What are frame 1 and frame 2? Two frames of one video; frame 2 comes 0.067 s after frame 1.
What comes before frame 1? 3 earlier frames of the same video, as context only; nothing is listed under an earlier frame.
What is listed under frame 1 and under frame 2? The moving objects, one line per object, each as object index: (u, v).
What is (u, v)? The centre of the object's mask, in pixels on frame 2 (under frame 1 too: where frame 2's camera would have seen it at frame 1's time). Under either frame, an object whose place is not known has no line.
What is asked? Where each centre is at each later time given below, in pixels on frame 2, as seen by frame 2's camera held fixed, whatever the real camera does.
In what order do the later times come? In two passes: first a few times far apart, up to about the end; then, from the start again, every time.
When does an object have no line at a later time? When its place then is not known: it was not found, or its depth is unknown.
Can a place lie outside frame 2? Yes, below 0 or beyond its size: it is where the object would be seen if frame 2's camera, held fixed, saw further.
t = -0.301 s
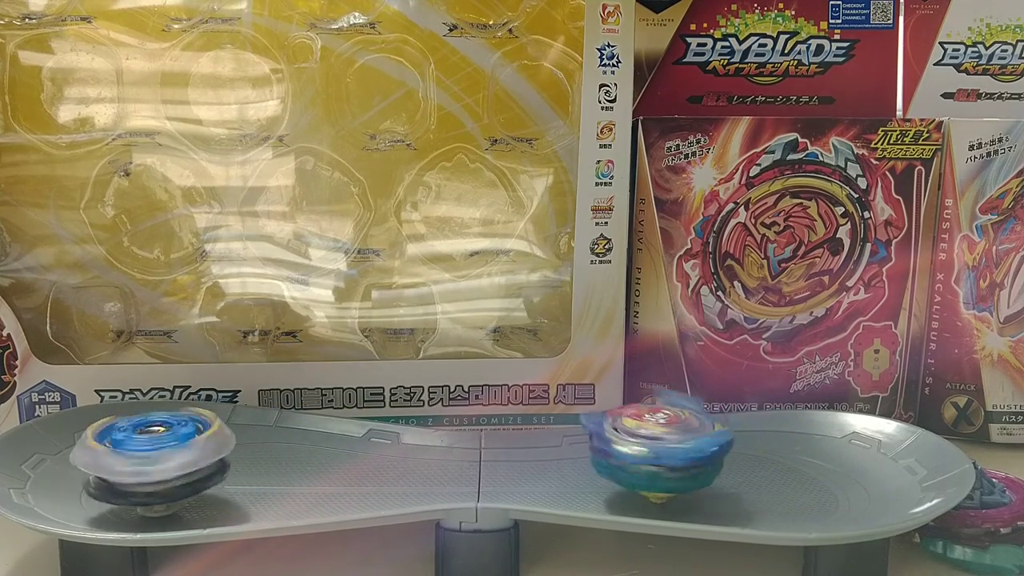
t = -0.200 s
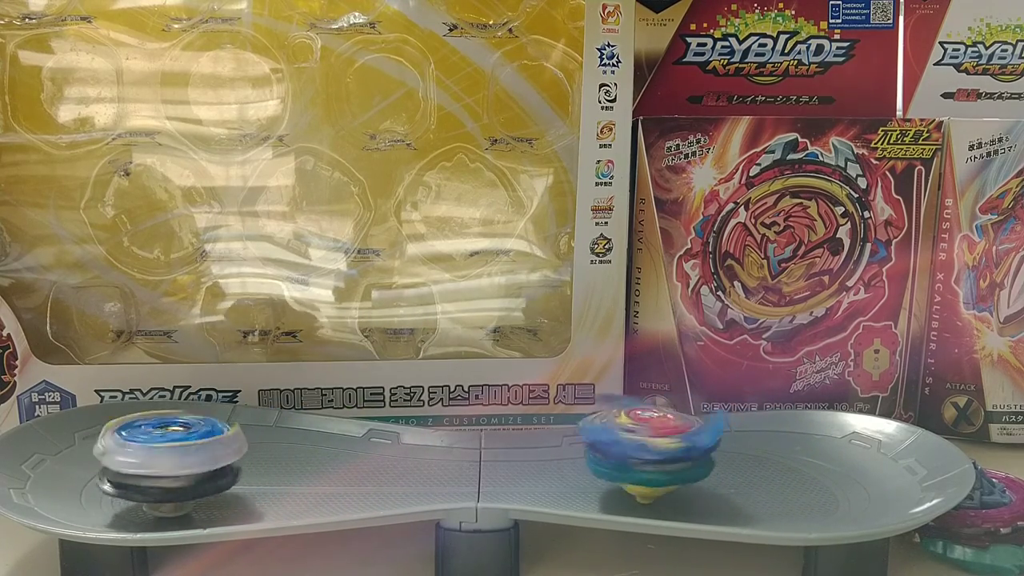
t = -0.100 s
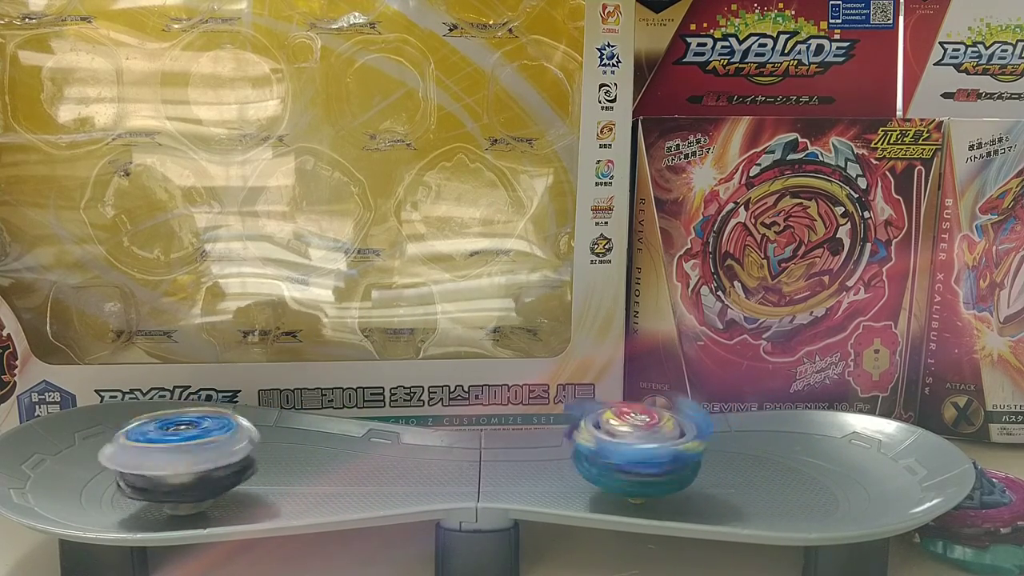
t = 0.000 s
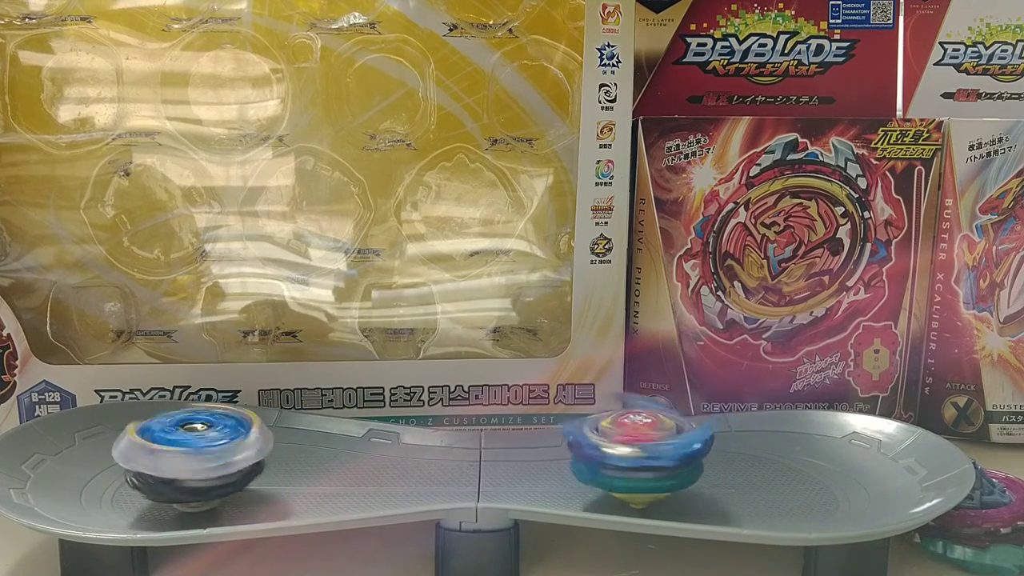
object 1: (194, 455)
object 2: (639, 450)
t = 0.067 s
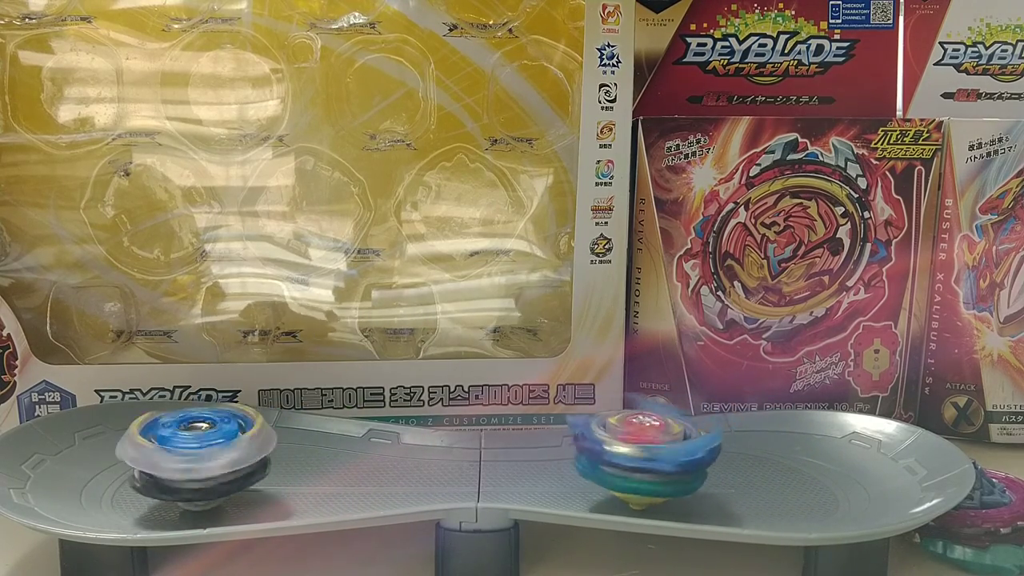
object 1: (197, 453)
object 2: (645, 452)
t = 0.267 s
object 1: (203, 454)
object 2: (661, 449)
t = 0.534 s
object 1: (242, 458)
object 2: (640, 444)
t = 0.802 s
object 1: (273, 453)
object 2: (641, 453)
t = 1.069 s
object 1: (282, 455)
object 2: (649, 445)
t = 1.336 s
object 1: (297, 452)
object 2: (646, 444)
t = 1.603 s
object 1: (279, 452)
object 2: (663, 453)
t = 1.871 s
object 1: (269, 456)
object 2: (686, 446)
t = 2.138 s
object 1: (268, 452)
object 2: (690, 448)
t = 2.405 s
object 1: (248, 455)
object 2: (706, 455)
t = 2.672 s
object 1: (241, 455)
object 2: (730, 446)
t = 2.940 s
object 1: (221, 453)
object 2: (720, 440)
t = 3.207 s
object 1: (214, 456)
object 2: (712, 446)
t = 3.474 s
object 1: (220, 455)
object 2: (727, 457)
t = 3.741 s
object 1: (227, 455)
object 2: (731, 449)
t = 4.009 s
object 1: (239, 456)
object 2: (694, 441)
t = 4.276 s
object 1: (259, 451)
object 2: (665, 449)
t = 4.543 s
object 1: (254, 454)
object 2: (699, 448)
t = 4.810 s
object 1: (276, 453)
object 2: (684, 439)
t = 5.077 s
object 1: (270, 453)
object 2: (670, 445)
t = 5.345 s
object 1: (280, 454)
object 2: (676, 455)
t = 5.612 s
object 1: (256, 454)
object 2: (679, 443)
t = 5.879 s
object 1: (257, 452)
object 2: (670, 440)
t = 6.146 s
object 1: (251, 455)
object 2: (663, 449)
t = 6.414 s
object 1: (252, 454)
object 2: (651, 452)
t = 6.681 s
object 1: (231, 454)
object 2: (618, 439)
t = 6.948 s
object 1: (231, 456)
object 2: (586, 435)
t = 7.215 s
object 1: (226, 454)
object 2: (543, 434)
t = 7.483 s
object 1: (227, 456)
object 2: (498, 441)
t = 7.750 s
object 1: (225, 457)
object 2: (461, 437)
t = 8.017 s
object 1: (246, 455)
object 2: (408, 435)
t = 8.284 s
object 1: (181, 457)
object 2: (389, 435)
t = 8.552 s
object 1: (135, 445)
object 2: (371, 444)
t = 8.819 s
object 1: (144, 435)
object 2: (329, 444)
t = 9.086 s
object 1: (161, 442)
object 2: (303, 438)
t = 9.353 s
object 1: (123, 450)
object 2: (317, 460)
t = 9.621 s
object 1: (125, 454)
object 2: (300, 462)
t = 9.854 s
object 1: (154, 457)
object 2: (314, 456)
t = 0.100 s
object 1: (199, 453)
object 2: (649, 452)
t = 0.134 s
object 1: (198, 454)
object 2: (654, 452)
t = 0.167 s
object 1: (200, 454)
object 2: (655, 451)
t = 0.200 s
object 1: (201, 453)
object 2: (659, 451)
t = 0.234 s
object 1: (201, 454)
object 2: (662, 449)
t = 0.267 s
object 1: (203, 454)
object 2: (661, 449)
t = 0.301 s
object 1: (205, 455)
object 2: (659, 446)
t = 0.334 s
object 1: (210, 456)
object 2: (655, 444)
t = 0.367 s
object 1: (214, 457)
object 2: (652, 443)
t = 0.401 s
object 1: (218, 457)
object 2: (652, 444)
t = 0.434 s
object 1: (223, 458)
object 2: (647, 443)
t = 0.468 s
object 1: (230, 458)
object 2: (643, 443)
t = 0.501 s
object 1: (236, 458)
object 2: (642, 443)
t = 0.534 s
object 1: (242, 458)
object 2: (640, 444)
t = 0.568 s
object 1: (250, 457)
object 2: (634, 443)
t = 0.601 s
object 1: (256, 456)
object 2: (631, 446)
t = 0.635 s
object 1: (263, 455)
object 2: (628, 445)
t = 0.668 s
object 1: (267, 454)
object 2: (629, 449)
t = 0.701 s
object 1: (268, 453)
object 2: (626, 449)
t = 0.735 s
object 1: (273, 453)
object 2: (630, 451)
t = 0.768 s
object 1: (273, 453)
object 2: (631, 452)
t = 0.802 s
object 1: (273, 453)
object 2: (641, 453)
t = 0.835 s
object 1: (273, 451)
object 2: (648, 453)
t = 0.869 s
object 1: (274, 452)
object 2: (655, 451)
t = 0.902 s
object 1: (272, 453)
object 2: (658, 448)
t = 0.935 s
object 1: (275, 453)
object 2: (655, 446)
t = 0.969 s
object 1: (276, 453)
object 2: (658, 447)
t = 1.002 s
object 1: (277, 454)
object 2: (652, 445)
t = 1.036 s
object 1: (279, 454)
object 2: (652, 444)
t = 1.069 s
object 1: (282, 455)
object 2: (649, 445)
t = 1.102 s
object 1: (285, 455)
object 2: (650, 443)
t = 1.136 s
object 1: (286, 456)
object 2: (649, 443)
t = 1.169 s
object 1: (287, 455)
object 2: (647, 442)
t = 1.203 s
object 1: (290, 455)
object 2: (649, 443)
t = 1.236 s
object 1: (293, 455)
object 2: (647, 443)
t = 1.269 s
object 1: (296, 453)
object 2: (646, 441)
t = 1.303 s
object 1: (297, 452)
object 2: (648, 444)
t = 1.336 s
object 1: (297, 452)
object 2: (646, 444)
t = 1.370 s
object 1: (296, 451)
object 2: (647, 444)
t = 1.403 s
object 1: (297, 451)
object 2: (646, 446)
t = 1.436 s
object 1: (294, 450)
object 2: (645, 446)
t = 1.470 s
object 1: (292, 450)
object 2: (647, 449)
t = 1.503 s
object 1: (290, 451)
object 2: (643, 449)
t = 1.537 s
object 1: (285, 450)
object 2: (651, 451)
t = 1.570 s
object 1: (281, 451)
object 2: (657, 453)
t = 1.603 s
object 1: (279, 452)
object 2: (663, 453)
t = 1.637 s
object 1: (278, 453)
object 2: (674, 452)
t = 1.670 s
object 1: (277, 454)
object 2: (678, 455)
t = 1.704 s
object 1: (278, 454)
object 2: (682, 451)
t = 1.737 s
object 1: (278, 454)
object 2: (689, 452)
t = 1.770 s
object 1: (273, 455)
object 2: (689, 450)
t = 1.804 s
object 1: (273, 455)
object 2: (686, 446)
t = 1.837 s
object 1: (270, 456)
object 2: (689, 446)
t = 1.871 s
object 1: (269, 456)
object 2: (686, 446)
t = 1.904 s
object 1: (270, 457)
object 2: (685, 444)
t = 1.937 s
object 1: (273, 456)
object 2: (687, 445)
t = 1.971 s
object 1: (275, 455)
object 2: (686, 446)
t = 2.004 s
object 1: (276, 454)
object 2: (684, 444)
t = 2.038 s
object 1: (276, 452)
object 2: (688, 446)
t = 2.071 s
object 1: (273, 452)
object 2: (688, 446)
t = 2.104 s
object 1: (271, 451)
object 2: (686, 446)
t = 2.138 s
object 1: (268, 452)
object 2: (690, 448)
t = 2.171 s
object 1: (265, 452)
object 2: (688, 448)
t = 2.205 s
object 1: (263, 453)
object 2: (688, 449)
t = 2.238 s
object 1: (260, 452)
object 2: (690, 451)
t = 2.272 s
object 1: (257, 452)
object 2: (693, 452)
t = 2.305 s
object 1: (251, 452)
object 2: (693, 453)
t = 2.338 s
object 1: (251, 454)
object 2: (696, 454)
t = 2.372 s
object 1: (248, 454)
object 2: (703, 454)
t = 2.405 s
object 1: (248, 455)
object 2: (706, 455)
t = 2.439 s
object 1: (244, 454)
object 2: (712, 457)
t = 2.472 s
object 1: (241, 455)
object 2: (718, 454)
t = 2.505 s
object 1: (237, 456)
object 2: (725, 456)
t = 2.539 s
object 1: (238, 457)
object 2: (728, 455)
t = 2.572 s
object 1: (237, 458)
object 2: (730, 452)
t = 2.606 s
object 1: (239, 456)
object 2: (734, 450)
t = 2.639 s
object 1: (240, 456)
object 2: (733, 450)
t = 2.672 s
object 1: (241, 455)
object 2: (730, 446)
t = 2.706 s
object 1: (239, 454)
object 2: (728, 444)
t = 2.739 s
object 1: (238, 454)
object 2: (727, 444)
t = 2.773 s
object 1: (236, 455)
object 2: (729, 442)
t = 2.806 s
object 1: (232, 455)
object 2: (726, 442)
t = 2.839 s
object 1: (233, 454)
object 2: (724, 441)
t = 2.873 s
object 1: (228, 453)
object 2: (723, 440)
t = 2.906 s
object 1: (225, 453)
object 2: (725, 442)
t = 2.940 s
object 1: (221, 453)
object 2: (720, 440)
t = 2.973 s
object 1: (216, 455)
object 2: (718, 439)
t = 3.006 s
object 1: (217, 454)
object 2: (720, 441)
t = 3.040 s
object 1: (213, 455)
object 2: (718, 440)
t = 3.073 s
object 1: (214, 456)
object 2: (718, 442)
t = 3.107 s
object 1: (213, 455)
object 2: (714, 442)
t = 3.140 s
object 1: (214, 457)
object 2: (713, 442)
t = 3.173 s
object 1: (215, 455)
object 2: (716, 446)
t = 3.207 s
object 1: (214, 456)
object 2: (712, 446)
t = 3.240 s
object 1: (219, 456)
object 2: (710, 449)
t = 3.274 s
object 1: (217, 456)
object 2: (710, 451)
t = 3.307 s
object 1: (212, 457)
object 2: (711, 452)
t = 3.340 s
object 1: (216, 456)
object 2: (715, 457)
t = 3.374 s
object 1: (216, 456)
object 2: (715, 456)
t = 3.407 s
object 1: (217, 456)
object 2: (719, 458)
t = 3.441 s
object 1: (220, 455)
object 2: (721, 456)
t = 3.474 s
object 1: (220, 455)
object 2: (727, 457)
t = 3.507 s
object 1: (222, 454)
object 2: (735, 459)
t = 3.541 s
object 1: (224, 454)
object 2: (736, 456)
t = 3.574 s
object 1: (220, 454)
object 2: (738, 457)
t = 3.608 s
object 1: (219, 455)
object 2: (736, 454)
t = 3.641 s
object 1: (221, 455)
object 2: (737, 452)
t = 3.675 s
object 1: (225, 455)
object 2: (737, 450)
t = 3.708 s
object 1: (226, 455)
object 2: (734, 448)
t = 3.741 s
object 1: (227, 455)
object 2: (731, 449)
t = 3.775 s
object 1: (229, 455)
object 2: (725, 445)
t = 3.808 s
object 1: (229, 455)
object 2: (722, 445)
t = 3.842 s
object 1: (233, 455)
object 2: (718, 443)
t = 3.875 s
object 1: (230, 456)
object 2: (714, 441)
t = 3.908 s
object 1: (233, 455)
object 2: (713, 441)
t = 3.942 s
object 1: (236, 456)
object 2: (708, 440)
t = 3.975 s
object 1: (237, 456)
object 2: (700, 440)
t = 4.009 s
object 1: (239, 456)
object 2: (694, 441)
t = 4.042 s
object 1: (243, 456)
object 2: (689, 440)
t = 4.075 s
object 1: (245, 456)
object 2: (686, 441)
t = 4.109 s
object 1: (249, 456)
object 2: (686, 442)
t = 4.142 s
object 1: (255, 455)
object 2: (682, 444)
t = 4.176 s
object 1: (256, 454)
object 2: (678, 444)
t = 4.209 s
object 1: (258, 453)
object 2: (672, 445)
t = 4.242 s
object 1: (260, 451)
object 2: (668, 448)
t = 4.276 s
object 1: (259, 451)
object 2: (665, 449)
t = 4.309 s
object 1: (257, 451)
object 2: (666, 452)
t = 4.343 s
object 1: (254, 452)
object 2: (672, 454)
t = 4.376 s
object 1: (256, 452)
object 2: (683, 454)
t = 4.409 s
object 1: (254, 452)
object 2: (689, 455)
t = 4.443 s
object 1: (255, 452)
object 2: (695, 454)
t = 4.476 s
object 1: (255, 453)
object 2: (699, 454)
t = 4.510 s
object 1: (253, 453)
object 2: (699, 450)
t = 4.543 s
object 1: (254, 454)
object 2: (699, 448)
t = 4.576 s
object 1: (252, 455)
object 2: (695, 445)
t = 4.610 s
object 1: (258, 456)
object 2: (693, 444)
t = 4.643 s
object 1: (260, 456)
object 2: (691, 443)
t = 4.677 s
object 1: (265, 456)
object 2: (689, 440)
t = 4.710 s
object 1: (272, 456)
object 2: (687, 440)
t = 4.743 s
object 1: (272, 455)
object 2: (688, 439)
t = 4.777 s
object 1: (272, 455)
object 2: (686, 439)
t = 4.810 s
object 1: (276, 453)
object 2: (684, 439)
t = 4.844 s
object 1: (276, 453)
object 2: (683, 439)
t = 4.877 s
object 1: (278, 453)
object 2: (679, 438)
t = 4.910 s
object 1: (277, 452)
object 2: (678, 440)
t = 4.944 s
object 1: (277, 452)
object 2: (677, 439)
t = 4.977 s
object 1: (277, 452)
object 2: (676, 442)
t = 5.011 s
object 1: (273, 453)
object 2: (674, 442)
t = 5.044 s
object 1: (273, 453)
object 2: (672, 444)
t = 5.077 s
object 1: (270, 453)
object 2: (670, 445)
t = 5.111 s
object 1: (268, 454)
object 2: (669, 447)
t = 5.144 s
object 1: (267, 455)
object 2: (667, 447)
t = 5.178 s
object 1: (267, 456)
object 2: (663, 450)
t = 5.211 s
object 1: (271, 456)
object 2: (664, 452)
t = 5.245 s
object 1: (275, 456)
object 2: (664, 452)
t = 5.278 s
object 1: (273, 456)
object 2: (667, 455)
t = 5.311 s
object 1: (277, 455)
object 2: (672, 454)
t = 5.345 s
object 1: (280, 454)
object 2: (676, 455)
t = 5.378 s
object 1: (275, 452)
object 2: (679, 454)
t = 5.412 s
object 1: (274, 453)
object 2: (684, 453)
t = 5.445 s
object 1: (272, 453)
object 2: (684, 450)
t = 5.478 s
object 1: (268, 452)
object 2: (682, 450)
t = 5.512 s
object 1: (266, 452)
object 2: (684, 447)
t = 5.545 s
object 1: (264, 452)
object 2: (681, 445)
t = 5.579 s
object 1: (258, 453)
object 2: (680, 444)
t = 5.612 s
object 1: (256, 454)
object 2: (679, 443)
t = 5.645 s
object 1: (257, 454)
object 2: (680, 442)
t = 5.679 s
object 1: (257, 453)
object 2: (678, 440)
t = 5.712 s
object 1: (260, 452)
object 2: (679, 441)
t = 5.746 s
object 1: (260, 454)
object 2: (677, 438)
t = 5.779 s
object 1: (257, 454)
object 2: (677, 439)
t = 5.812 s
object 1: (259, 454)
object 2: (676, 438)
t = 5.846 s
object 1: (261, 453)
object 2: (670, 439)
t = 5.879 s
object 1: (257, 452)
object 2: (670, 440)
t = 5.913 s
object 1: (255, 453)
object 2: (671, 441)
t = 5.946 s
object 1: (255, 453)
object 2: (672, 442)
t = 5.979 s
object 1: (255, 454)
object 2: (669, 442)
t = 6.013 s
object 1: (255, 454)
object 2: (669, 445)
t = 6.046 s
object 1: (254, 454)
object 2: (670, 445)
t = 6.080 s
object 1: (252, 455)
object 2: (664, 446)
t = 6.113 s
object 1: (249, 455)
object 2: (664, 449)
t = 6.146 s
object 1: (251, 455)
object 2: (663, 449)
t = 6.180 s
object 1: (254, 455)
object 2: (658, 451)
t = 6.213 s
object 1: (254, 455)
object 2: (658, 452)
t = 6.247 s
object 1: (254, 455)
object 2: (659, 453)
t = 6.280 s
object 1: (254, 455)
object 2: (656, 452)
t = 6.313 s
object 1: (256, 454)
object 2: (655, 455)
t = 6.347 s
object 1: (254, 454)
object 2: (652, 454)
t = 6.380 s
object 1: (253, 454)
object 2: (653, 453)
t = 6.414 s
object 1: (252, 454)
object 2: (651, 452)
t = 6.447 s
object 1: (250, 453)
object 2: (651, 452)
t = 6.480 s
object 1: (248, 453)
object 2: (649, 449)
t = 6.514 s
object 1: (248, 452)
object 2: (641, 448)
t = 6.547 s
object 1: (241, 453)
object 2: (638, 447)
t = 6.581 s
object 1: (238, 453)
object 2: (633, 445)
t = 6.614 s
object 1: (236, 453)
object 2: (625, 442)
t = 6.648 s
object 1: (233, 453)
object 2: (622, 441)
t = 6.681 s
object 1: (231, 454)
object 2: (618, 439)
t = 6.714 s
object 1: (229, 454)
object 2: (611, 438)
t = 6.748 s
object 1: (228, 455)
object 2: (608, 438)
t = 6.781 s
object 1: (230, 455)
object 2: (602, 436)
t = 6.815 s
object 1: (229, 456)
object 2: (600, 437)
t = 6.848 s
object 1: (232, 455)
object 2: (596, 435)
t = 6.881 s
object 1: (234, 456)
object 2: (593, 436)
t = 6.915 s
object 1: (231, 456)
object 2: (591, 434)
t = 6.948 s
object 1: (231, 456)
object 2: (586, 435)
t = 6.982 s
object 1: (233, 455)
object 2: (584, 435)
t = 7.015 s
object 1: (229, 455)
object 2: (577, 432)
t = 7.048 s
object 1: (230, 455)
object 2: (572, 433)
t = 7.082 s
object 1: (233, 455)
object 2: (568, 432)
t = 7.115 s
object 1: (231, 454)
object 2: (561, 431)
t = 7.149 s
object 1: (229, 454)
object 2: (553, 431)
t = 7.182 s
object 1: (229, 455)
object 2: (547, 432)
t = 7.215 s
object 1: (226, 454)
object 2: (543, 434)
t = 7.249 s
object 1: (225, 455)
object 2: (536, 434)
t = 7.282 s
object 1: (227, 455)
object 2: (533, 435)
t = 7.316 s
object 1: (225, 455)
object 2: (529, 437)
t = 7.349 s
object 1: (223, 455)
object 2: (522, 436)
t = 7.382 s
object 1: (224, 456)
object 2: (515, 437)
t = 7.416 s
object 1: (222, 456)
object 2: (510, 437)
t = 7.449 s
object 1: (223, 457)
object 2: (502, 438)
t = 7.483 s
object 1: (227, 456)
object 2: (498, 441)
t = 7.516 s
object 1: (224, 457)
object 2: (497, 443)
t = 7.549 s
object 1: (225, 457)
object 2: (494, 442)
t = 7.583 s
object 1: (228, 456)
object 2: (488, 441)
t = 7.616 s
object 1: (227, 457)
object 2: (486, 441)
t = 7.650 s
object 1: (224, 457)
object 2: (483, 441)
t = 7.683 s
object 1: (227, 457)
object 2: (477, 439)
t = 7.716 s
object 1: (229, 457)
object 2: (469, 438)
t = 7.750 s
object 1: (225, 457)
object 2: (461, 437)
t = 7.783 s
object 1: (229, 457)
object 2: (453, 436)
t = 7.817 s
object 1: (235, 456)
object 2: (444, 435)
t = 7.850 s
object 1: (232, 456)
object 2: (436, 436)
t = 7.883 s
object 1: (236, 456)
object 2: (430, 435)
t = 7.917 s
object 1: (242, 455)
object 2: (421, 434)
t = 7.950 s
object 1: (240, 454)
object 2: (414, 436)
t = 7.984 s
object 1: (243, 454)
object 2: (412, 436)
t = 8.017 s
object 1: (246, 455)
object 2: (408, 435)
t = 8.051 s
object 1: (245, 454)
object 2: (401, 433)
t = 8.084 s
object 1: (246, 455)
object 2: (395, 433)
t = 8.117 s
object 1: (247, 455)
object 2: (391, 432)
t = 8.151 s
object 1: (240, 454)
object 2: (385, 431)
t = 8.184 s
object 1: (226, 457)
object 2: (390, 434)
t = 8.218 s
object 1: (210, 457)
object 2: (391, 433)
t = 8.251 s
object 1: (193, 457)
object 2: (389, 432)
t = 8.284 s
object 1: (181, 457)
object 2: (389, 435)
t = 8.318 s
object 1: (171, 456)
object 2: (392, 435)
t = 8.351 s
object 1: (161, 455)
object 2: (389, 434)
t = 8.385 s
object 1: (154, 453)
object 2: (387, 436)
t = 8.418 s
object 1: (148, 451)
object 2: (386, 437)
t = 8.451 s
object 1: (143, 450)
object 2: (383, 439)
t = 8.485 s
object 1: (140, 447)
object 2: (378, 440)
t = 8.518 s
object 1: (136, 447)
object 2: (373, 443)
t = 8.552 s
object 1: (135, 445)
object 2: (371, 444)
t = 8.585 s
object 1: (135, 442)
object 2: (372, 445)
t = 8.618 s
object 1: (134, 441)
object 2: (369, 444)
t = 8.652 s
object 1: (133, 440)
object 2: (360, 442)
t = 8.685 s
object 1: (133, 439)
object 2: (352, 443)
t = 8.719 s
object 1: (136, 438)
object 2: (345, 444)
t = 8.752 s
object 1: (136, 437)
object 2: (337, 444)
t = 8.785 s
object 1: (140, 436)
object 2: (331, 445)
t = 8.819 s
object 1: (144, 435)
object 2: (329, 444)
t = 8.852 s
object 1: (147, 435)
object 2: (324, 443)
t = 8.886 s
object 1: (150, 435)
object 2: (312, 440)
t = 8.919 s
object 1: (151, 436)
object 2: (305, 444)
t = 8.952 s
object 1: (156, 437)
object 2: (305, 443)
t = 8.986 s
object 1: (156, 438)
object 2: (303, 443)
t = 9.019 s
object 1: (159, 440)
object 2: (299, 441)
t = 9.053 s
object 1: (162, 440)
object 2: (300, 440)
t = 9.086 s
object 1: (161, 442)
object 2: (303, 438)
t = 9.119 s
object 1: (160, 444)
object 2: (302, 439)
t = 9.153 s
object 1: (153, 445)
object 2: (303, 446)
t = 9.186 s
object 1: (149, 445)
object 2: (309, 448)
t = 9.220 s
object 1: (144, 446)
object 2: (313, 451)
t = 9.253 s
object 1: (138, 447)
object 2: (315, 452)
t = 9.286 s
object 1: (130, 448)
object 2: (317, 456)
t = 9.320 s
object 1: (126, 448)
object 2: (319, 458)
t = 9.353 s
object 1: (123, 450)
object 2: (317, 460)
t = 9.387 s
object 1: (122, 451)
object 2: (314, 458)
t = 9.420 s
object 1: (119, 451)
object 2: (315, 458)
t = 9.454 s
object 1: (118, 451)
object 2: (312, 459)
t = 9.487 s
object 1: (115, 452)
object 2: (306, 460)
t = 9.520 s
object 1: (117, 453)
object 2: (302, 463)
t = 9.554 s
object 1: (116, 453)
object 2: (299, 465)
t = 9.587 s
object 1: (121, 453)
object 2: (300, 465)
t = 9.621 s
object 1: (125, 454)
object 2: (300, 462)
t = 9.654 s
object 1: (131, 454)
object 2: (302, 460)
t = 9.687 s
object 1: (132, 455)
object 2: (305, 458)
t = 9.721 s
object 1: (137, 455)
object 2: (307, 457)
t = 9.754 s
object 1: (140, 456)
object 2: (309, 456)
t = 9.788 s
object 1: (146, 456)
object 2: (312, 454)
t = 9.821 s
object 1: (149, 458)
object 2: (314, 455)
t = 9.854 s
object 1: (154, 457)
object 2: (314, 456)
